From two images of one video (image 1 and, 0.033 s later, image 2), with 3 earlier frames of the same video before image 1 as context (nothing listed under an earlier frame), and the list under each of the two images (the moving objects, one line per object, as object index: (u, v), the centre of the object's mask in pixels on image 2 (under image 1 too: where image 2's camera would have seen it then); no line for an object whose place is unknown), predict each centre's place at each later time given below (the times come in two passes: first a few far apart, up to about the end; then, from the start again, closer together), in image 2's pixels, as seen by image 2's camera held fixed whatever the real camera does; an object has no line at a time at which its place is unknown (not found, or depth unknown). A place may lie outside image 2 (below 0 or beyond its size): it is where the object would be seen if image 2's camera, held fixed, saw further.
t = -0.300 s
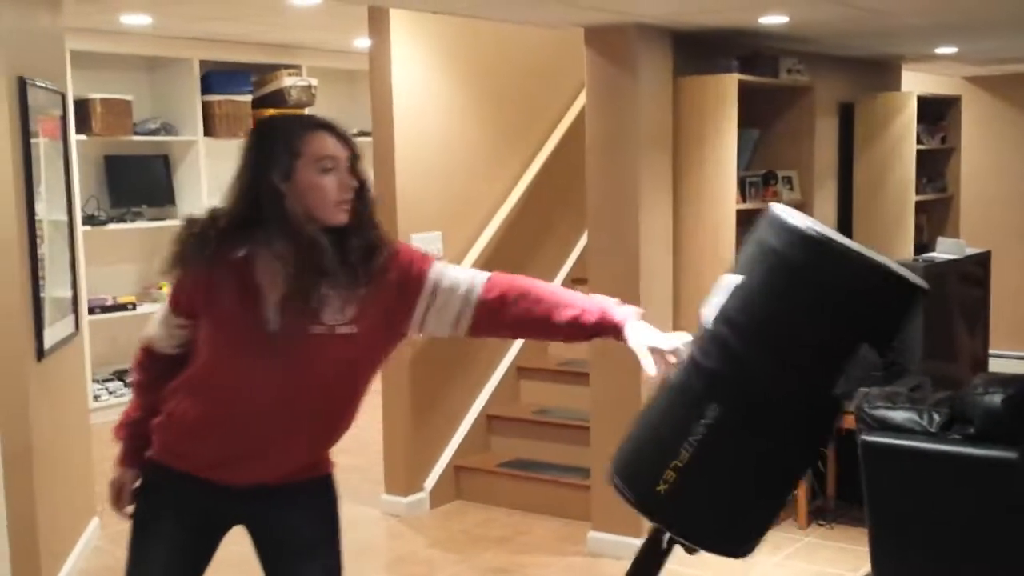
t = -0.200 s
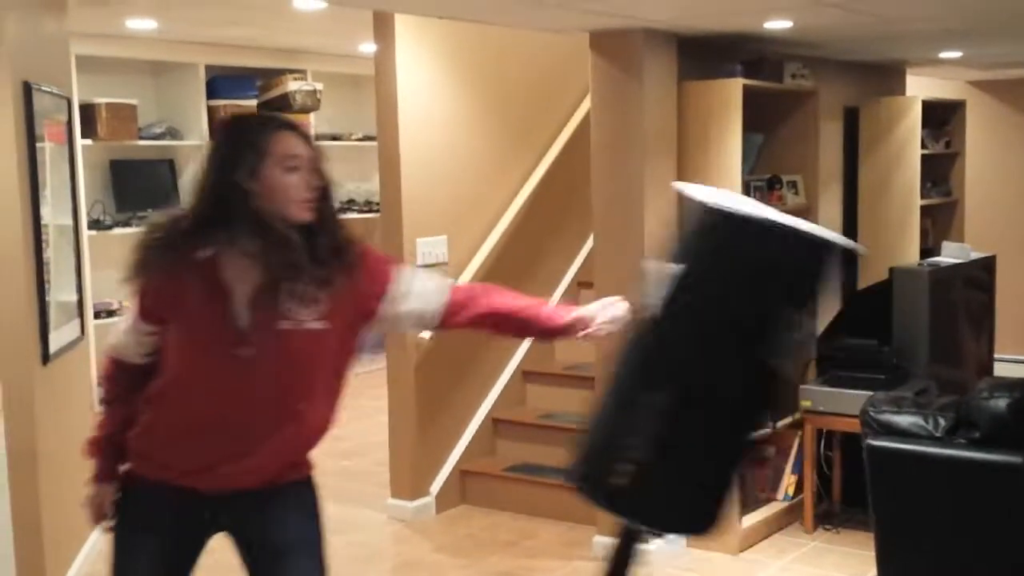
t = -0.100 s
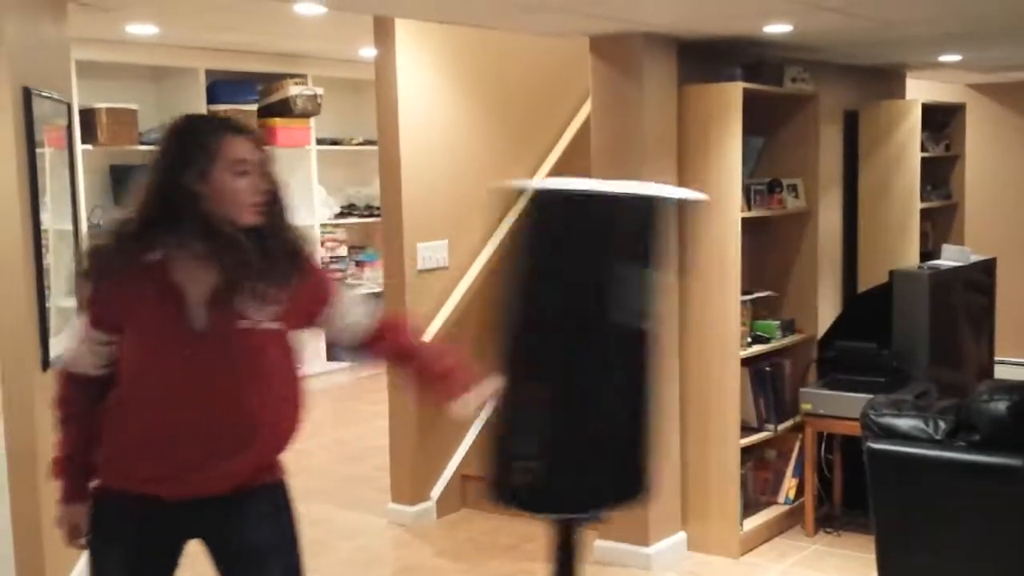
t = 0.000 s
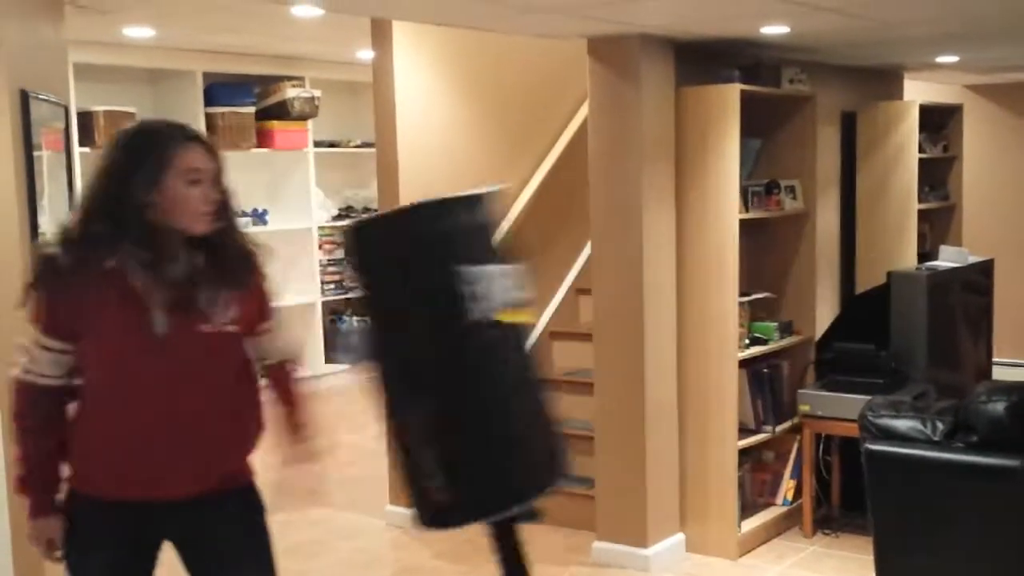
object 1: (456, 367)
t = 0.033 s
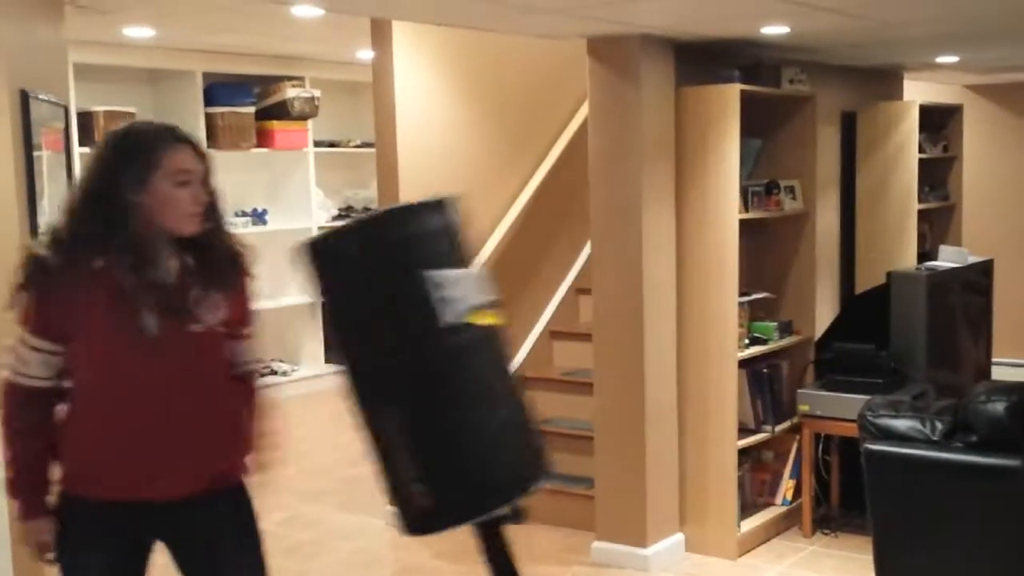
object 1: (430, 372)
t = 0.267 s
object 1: (525, 349)
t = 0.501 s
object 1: (704, 368)
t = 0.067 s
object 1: (413, 374)
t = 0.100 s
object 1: (405, 377)
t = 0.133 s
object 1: (409, 374)
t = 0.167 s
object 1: (424, 368)
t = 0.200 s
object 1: (451, 364)
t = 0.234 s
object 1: (482, 358)
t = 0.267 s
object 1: (525, 349)
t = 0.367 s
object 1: (624, 350)
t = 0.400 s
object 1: (658, 351)
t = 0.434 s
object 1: (683, 362)
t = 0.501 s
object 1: (704, 368)
